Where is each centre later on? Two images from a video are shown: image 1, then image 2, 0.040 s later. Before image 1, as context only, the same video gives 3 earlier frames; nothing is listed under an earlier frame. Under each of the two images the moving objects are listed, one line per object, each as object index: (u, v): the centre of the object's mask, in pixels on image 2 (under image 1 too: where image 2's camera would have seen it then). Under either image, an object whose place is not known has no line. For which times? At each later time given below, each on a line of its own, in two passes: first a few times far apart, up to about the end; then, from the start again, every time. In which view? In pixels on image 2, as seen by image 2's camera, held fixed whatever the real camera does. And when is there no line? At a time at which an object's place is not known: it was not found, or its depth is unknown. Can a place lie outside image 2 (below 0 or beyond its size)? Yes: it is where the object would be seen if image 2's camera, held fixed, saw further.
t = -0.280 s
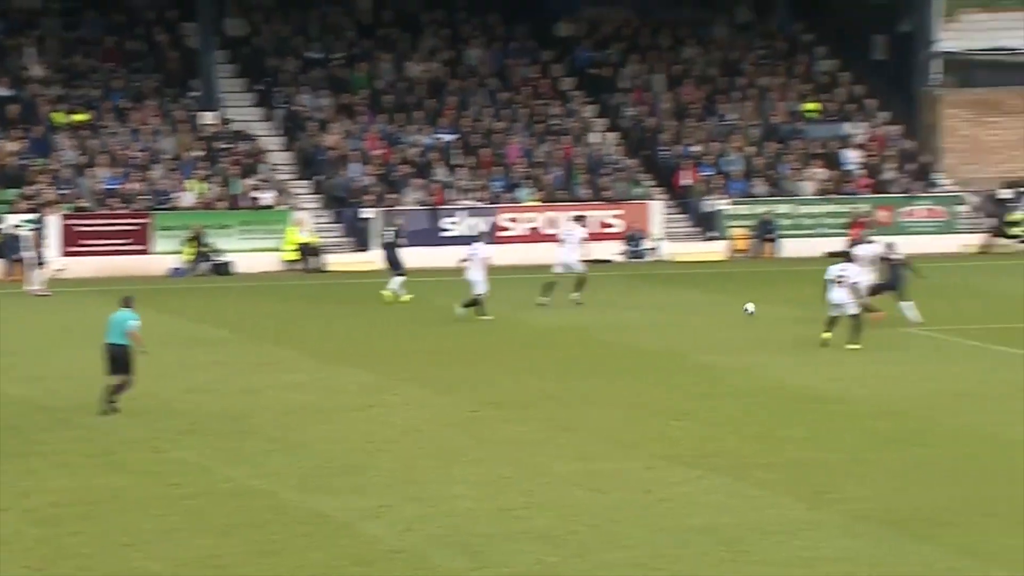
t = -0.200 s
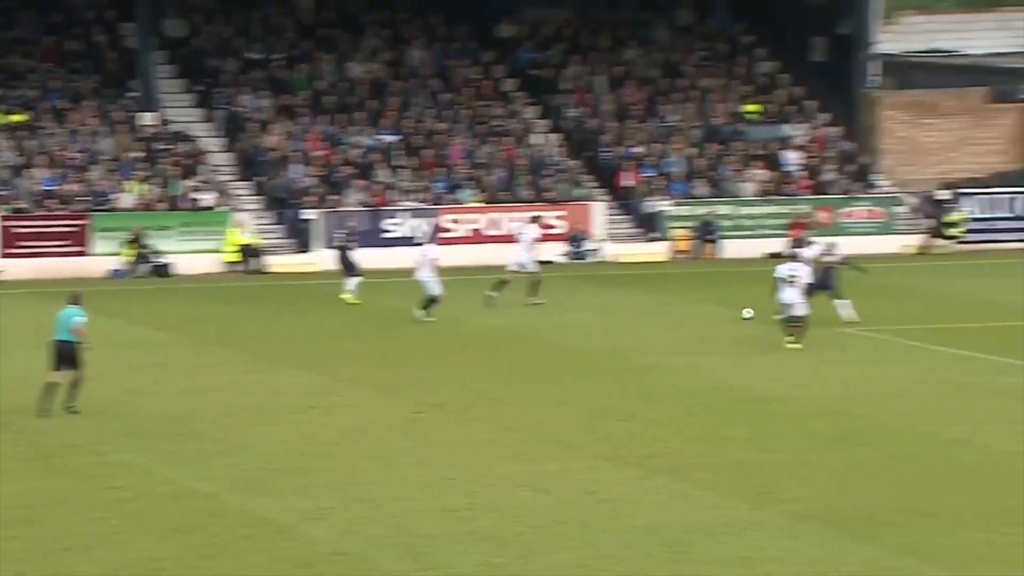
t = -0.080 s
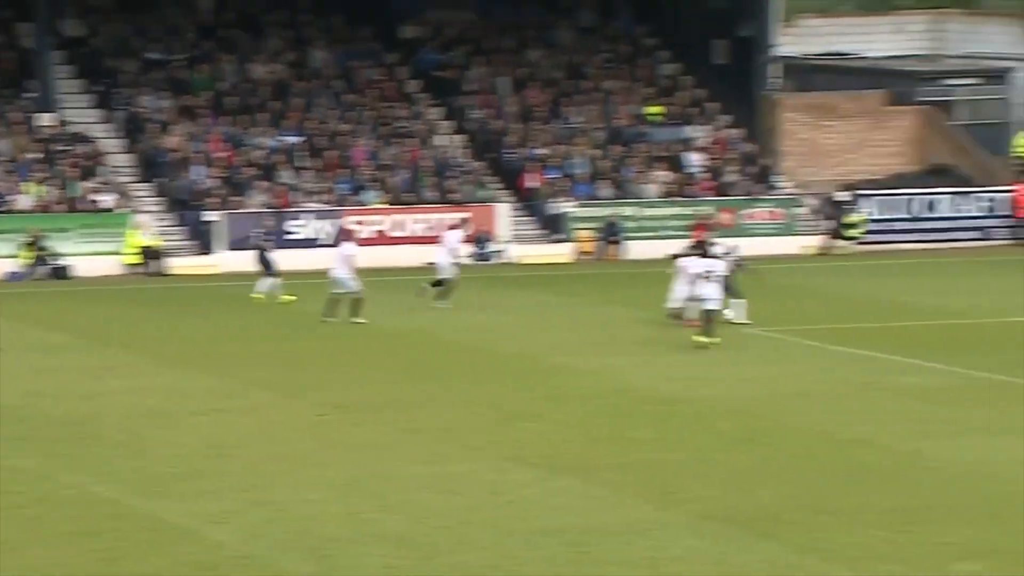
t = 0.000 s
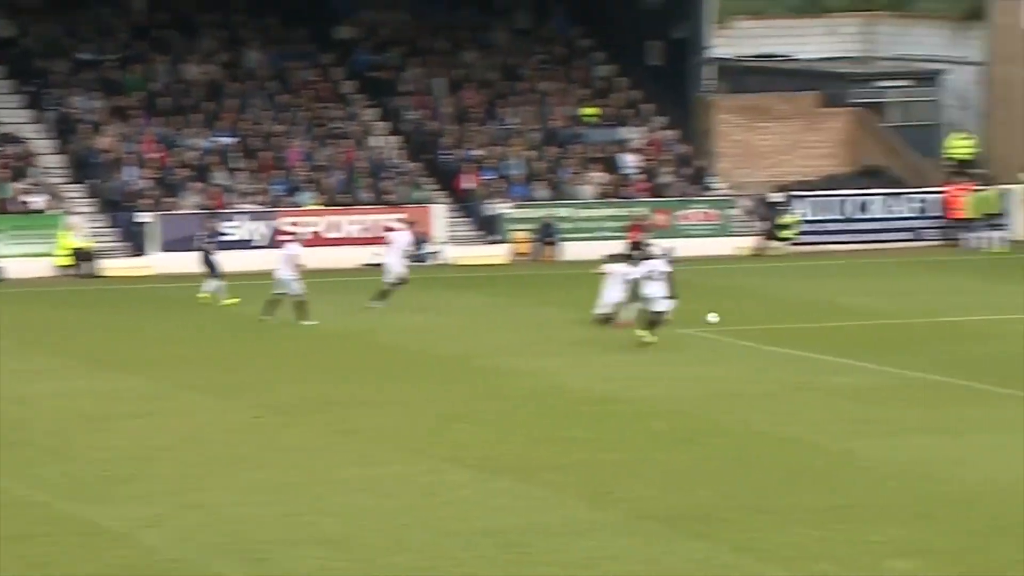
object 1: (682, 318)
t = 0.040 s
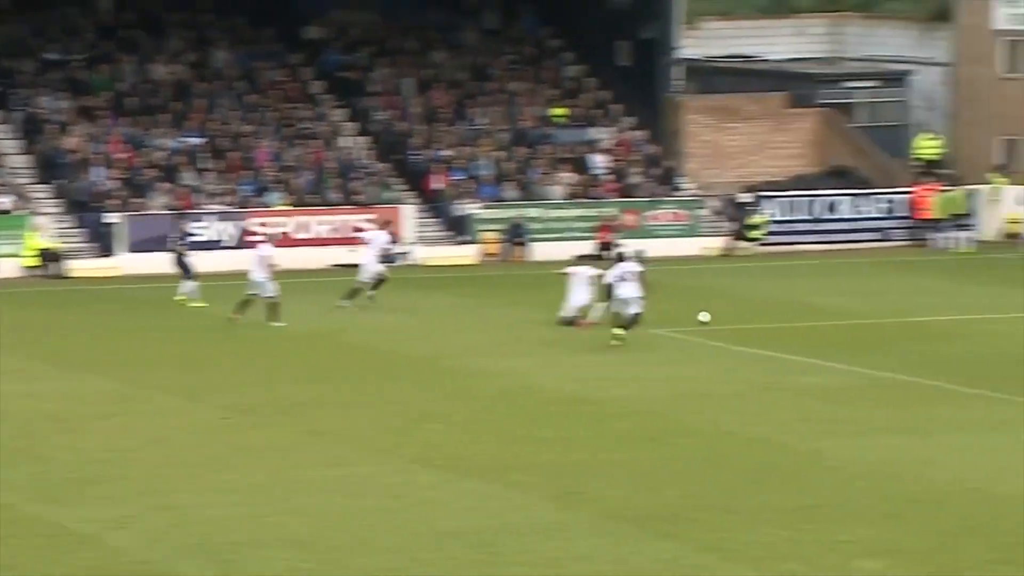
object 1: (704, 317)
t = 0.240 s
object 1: (813, 323)
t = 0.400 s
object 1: (891, 325)
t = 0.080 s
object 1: (726, 317)
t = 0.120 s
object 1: (748, 317)
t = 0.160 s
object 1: (770, 318)
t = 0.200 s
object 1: (792, 321)
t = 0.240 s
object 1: (813, 323)
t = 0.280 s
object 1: (833, 323)
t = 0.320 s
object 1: (852, 323)
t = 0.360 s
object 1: (872, 324)
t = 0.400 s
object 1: (891, 325)
